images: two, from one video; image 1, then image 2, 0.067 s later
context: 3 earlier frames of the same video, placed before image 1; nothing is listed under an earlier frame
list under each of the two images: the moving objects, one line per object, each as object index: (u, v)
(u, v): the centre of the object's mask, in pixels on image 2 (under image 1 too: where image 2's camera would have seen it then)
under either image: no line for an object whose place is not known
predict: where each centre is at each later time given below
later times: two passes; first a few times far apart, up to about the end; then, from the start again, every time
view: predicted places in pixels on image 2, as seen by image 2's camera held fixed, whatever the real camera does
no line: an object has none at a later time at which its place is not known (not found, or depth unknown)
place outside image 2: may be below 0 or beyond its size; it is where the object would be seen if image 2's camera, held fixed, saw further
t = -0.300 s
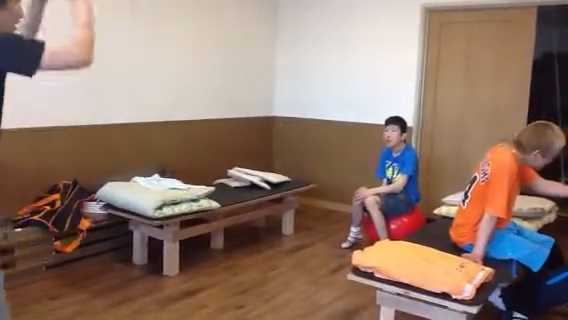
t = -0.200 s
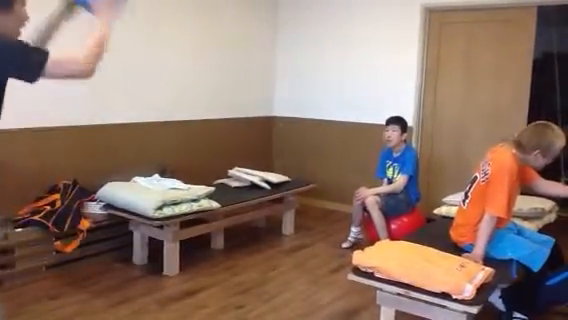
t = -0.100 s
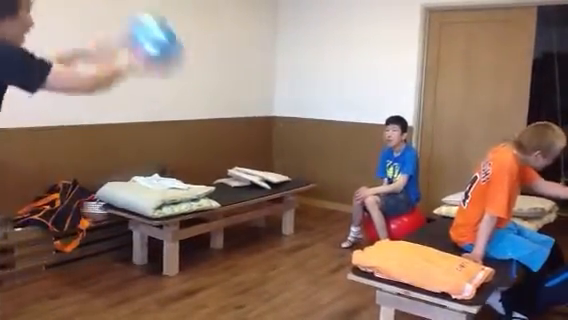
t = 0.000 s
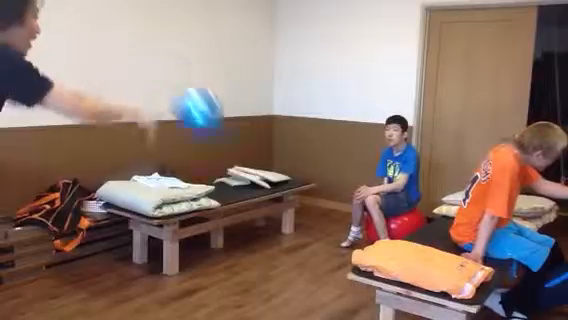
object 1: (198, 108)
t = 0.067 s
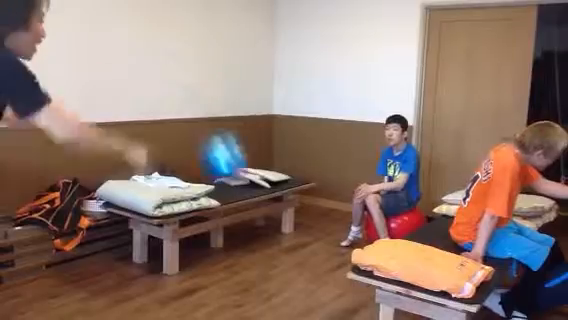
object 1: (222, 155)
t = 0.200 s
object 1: (261, 249)
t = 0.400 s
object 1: (304, 191)
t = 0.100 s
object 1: (234, 179)
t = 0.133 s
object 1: (244, 204)
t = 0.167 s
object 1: (253, 227)
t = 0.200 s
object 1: (261, 249)
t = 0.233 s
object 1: (270, 274)
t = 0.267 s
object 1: (274, 285)
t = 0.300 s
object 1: (283, 256)
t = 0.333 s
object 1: (290, 231)
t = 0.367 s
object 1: (299, 209)
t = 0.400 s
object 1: (304, 191)
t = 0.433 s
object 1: (310, 175)
